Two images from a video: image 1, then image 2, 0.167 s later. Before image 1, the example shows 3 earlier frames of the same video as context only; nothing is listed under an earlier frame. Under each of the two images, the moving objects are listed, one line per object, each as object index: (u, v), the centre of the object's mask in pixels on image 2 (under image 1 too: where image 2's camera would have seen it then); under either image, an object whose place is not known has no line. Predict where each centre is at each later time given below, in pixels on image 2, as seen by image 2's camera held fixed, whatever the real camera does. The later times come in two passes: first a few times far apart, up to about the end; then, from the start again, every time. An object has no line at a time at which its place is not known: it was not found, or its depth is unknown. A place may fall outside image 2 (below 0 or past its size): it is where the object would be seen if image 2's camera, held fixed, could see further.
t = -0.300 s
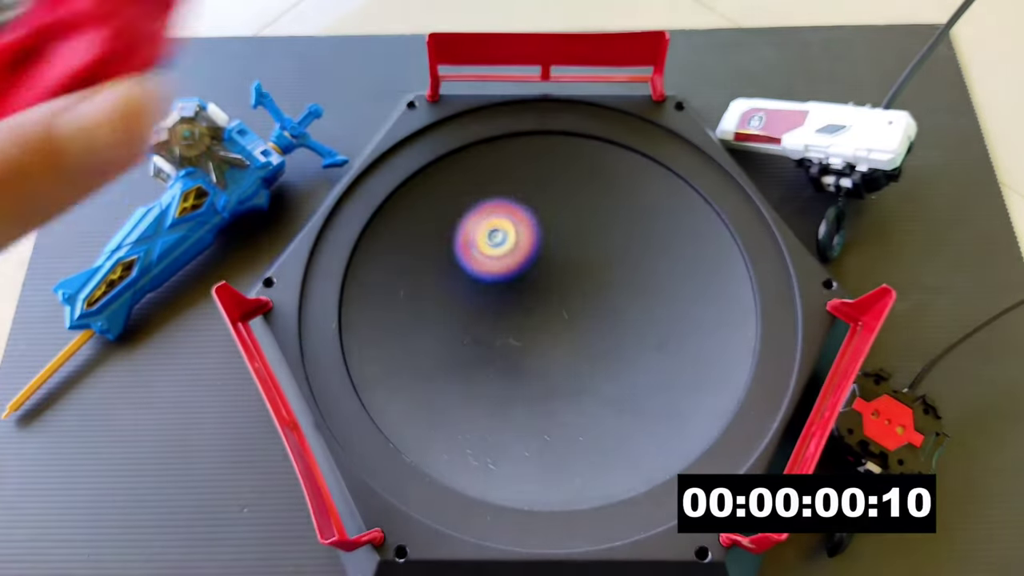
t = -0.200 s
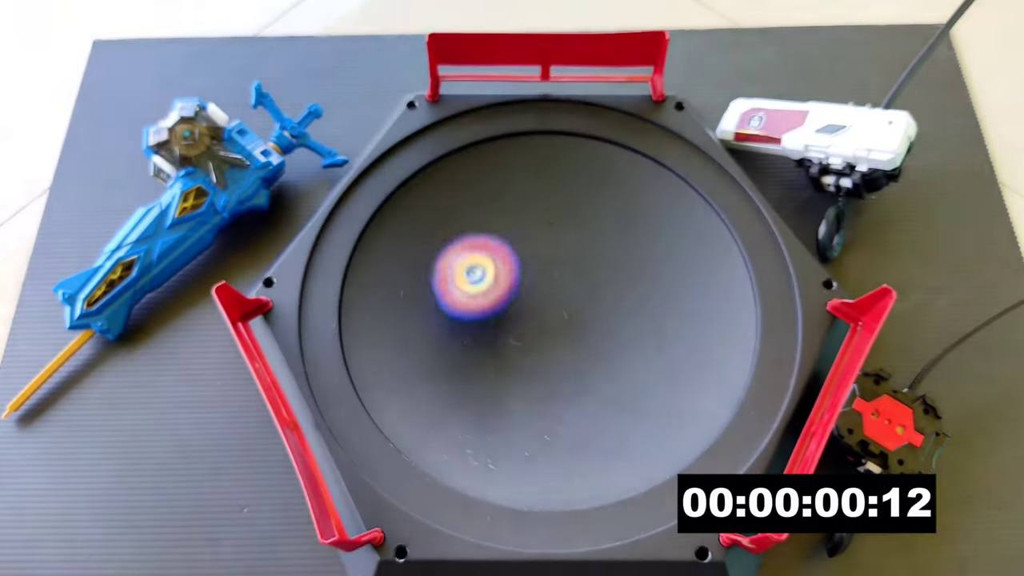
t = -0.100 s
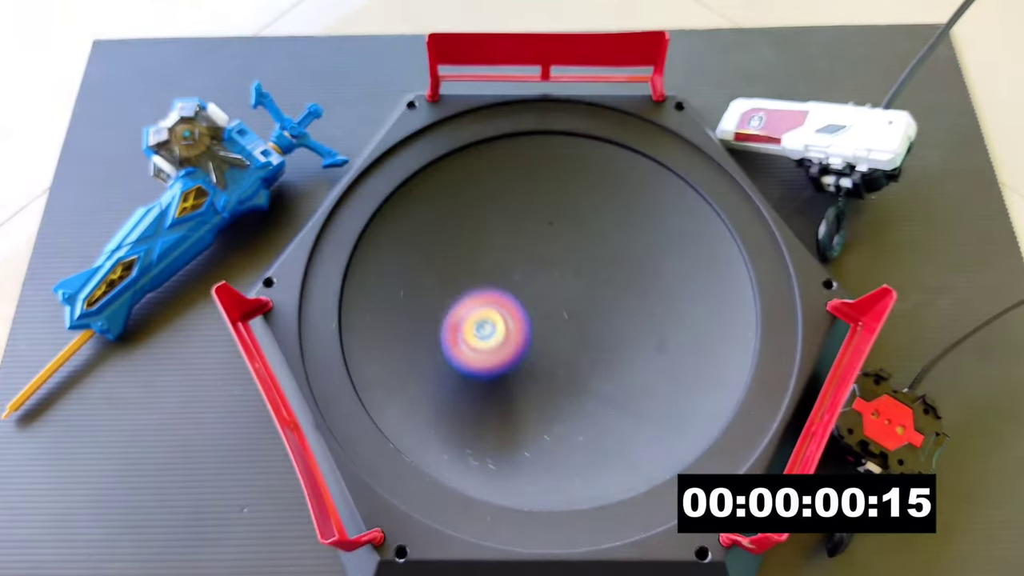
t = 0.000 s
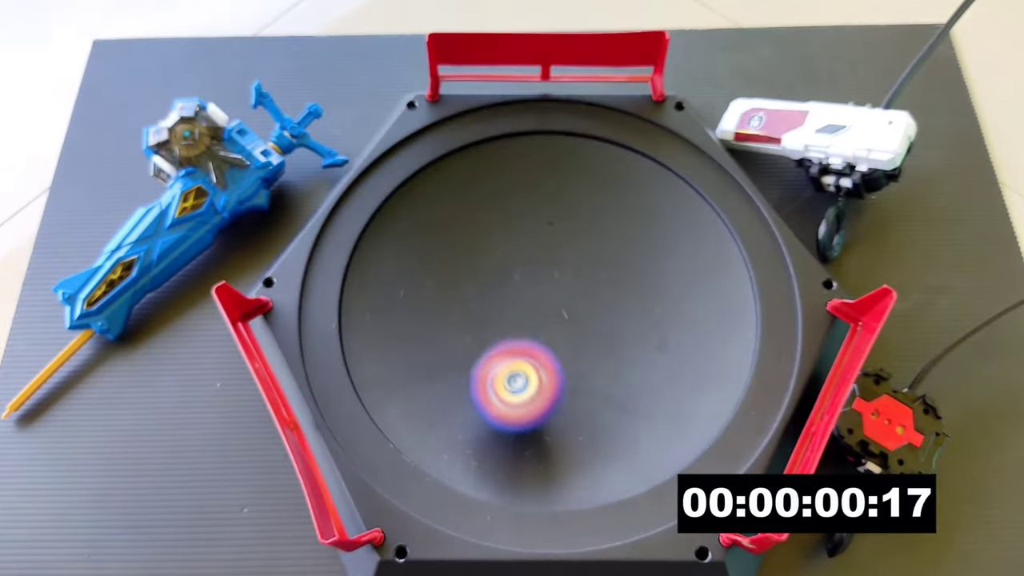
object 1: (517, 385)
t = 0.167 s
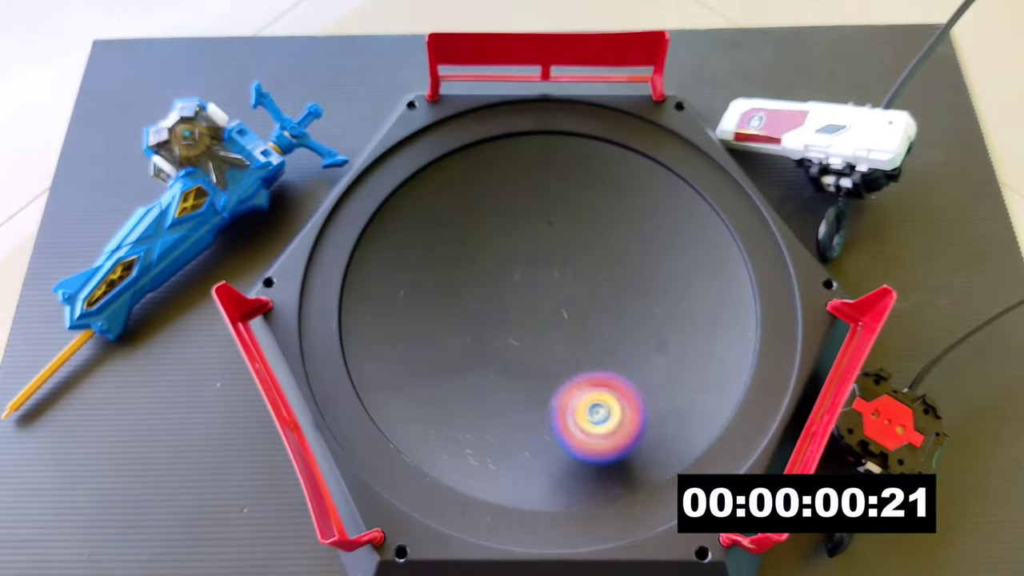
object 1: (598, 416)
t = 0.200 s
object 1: (615, 414)
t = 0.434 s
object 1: (647, 336)
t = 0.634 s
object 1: (549, 284)
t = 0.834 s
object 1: (454, 300)
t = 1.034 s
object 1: (437, 364)
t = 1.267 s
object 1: (519, 359)
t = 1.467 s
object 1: (540, 282)
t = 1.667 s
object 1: (516, 236)
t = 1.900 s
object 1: (485, 219)
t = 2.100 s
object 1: (489, 249)
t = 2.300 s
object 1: (551, 267)
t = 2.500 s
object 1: (609, 262)
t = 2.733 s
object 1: (622, 236)
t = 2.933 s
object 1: (586, 250)
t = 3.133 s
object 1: (571, 310)
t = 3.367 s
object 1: (586, 365)
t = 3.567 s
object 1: (610, 357)
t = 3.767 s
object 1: (579, 324)
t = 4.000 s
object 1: (504, 304)
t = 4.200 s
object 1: (460, 312)
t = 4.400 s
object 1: (469, 332)
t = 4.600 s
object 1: (515, 308)
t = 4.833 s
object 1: (544, 251)
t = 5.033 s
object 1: (543, 218)
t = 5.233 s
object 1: (525, 224)
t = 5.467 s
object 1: (549, 270)
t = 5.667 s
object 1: (592, 303)
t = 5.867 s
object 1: (624, 312)
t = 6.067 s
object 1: (619, 301)
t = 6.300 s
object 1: (568, 306)
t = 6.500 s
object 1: (522, 322)
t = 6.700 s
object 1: (492, 336)
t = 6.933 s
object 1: (498, 339)
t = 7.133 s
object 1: (516, 312)
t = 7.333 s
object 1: (526, 269)
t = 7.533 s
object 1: (529, 239)
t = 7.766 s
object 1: (529, 234)
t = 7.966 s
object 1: (545, 259)
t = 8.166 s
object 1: (576, 286)
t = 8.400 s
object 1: (603, 309)
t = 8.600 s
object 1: (604, 315)
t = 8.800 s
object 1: (582, 316)
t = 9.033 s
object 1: (537, 318)
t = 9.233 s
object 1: (503, 315)
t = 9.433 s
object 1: (487, 311)
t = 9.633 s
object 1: (495, 301)
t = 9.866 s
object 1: (520, 279)
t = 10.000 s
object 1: (536, 266)
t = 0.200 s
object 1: (615, 414)
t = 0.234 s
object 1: (629, 408)
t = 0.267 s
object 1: (639, 400)
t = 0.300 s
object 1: (648, 391)
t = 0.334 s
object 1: (655, 379)
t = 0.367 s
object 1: (659, 365)
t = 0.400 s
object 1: (656, 351)
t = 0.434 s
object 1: (647, 336)
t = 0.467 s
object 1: (635, 322)
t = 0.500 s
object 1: (619, 310)
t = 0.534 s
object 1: (600, 301)
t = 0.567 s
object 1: (581, 292)
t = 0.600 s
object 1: (565, 287)
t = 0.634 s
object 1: (549, 284)
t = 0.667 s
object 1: (535, 284)
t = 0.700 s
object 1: (519, 283)
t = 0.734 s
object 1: (503, 285)
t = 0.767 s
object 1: (485, 289)
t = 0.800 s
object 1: (468, 294)
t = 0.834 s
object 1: (454, 300)
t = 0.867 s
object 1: (442, 309)
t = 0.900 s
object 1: (432, 321)
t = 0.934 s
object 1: (427, 334)
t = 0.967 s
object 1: (426, 346)
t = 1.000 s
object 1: (430, 355)
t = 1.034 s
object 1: (437, 364)
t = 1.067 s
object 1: (445, 373)
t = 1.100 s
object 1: (455, 378)
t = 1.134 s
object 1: (467, 382)
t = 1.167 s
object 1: (480, 381)
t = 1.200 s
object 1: (494, 378)
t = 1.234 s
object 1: (507, 370)
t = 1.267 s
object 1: (519, 359)
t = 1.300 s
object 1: (528, 346)
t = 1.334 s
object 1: (534, 333)
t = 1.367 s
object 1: (539, 319)
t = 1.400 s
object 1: (541, 306)
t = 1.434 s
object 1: (541, 293)
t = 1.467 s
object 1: (540, 282)
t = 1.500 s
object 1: (537, 272)
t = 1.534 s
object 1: (534, 263)
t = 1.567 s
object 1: (530, 255)
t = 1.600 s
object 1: (525, 248)
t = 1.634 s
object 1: (520, 241)
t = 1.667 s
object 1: (516, 236)
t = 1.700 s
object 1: (511, 231)
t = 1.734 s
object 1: (507, 227)
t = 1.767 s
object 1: (503, 224)
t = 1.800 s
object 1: (498, 221)
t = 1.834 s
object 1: (494, 219)
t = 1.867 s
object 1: (489, 218)
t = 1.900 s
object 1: (485, 219)
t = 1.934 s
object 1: (481, 221)
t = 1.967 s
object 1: (479, 225)
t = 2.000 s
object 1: (478, 230)
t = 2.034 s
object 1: (480, 236)
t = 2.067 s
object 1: (484, 243)
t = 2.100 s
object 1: (489, 249)
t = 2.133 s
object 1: (496, 255)
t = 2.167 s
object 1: (506, 260)
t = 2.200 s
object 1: (516, 263)
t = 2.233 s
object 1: (528, 265)
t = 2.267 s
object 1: (540, 266)
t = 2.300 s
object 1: (551, 267)
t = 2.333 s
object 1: (563, 267)
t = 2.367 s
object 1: (574, 267)
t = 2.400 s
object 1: (584, 267)
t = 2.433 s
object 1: (594, 266)
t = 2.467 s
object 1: (603, 264)
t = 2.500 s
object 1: (609, 262)
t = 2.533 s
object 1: (615, 259)
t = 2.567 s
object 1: (620, 255)
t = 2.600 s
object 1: (623, 251)
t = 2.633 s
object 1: (625, 247)
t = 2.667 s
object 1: (625, 243)
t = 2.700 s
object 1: (624, 239)
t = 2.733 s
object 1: (622, 236)
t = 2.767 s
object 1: (618, 234)
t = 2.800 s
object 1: (612, 233)
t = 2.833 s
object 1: (606, 234)
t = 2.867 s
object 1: (599, 238)
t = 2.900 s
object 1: (592, 243)
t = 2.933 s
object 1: (586, 250)
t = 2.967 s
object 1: (581, 259)
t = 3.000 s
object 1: (578, 268)
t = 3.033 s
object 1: (576, 278)
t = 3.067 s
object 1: (574, 289)
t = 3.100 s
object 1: (572, 300)
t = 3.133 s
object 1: (571, 310)
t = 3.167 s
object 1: (572, 321)
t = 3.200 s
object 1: (572, 331)
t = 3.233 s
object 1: (573, 340)
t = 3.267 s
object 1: (576, 348)
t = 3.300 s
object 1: (578, 354)
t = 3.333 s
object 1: (582, 360)
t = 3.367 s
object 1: (586, 365)
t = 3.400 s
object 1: (591, 368)
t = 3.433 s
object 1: (596, 368)
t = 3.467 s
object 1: (601, 368)
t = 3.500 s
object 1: (605, 366)
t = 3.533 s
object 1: (609, 362)
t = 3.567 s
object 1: (610, 357)
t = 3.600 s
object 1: (609, 351)
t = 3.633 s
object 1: (607, 345)
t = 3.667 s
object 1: (602, 338)
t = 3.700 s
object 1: (595, 333)
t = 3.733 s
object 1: (588, 328)
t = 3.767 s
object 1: (579, 324)
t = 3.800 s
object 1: (568, 319)
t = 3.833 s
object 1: (558, 316)
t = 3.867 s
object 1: (547, 313)
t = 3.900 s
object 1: (536, 310)
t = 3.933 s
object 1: (524, 308)
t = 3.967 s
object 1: (514, 306)
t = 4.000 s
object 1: (504, 304)
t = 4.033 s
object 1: (493, 303)
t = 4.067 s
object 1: (484, 303)
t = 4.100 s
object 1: (477, 304)
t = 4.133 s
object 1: (469, 305)
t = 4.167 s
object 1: (463, 308)
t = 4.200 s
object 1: (460, 312)
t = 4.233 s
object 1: (457, 315)
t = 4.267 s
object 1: (455, 319)
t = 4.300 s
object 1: (457, 324)
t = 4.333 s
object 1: (459, 327)
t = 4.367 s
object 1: (463, 329)
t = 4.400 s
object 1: (469, 332)
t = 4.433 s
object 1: (475, 331)
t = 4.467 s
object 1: (483, 330)
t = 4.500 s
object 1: (492, 327)
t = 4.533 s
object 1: (499, 322)
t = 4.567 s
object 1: (508, 316)
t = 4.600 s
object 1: (515, 308)
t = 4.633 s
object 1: (520, 301)
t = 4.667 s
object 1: (526, 293)
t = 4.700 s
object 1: (530, 284)
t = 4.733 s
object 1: (535, 276)
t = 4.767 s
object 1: (538, 267)
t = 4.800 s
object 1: (542, 260)
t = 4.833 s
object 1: (544, 251)
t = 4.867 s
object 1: (546, 244)
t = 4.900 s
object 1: (548, 237)
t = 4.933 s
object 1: (548, 230)
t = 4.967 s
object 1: (548, 226)
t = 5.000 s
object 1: (546, 221)
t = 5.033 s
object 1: (543, 218)
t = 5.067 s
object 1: (540, 215)
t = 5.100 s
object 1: (536, 215)
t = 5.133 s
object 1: (534, 215)
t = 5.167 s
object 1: (530, 216)
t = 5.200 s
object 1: (528, 220)
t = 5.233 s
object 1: (525, 224)
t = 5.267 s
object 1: (525, 230)
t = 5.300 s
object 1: (526, 236)
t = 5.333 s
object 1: (528, 244)
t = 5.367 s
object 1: (532, 249)
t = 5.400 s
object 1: (537, 257)
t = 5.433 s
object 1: (543, 263)
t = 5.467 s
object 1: (549, 270)
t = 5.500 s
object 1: (557, 276)
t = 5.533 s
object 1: (563, 282)
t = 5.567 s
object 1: (571, 288)
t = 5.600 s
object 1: (578, 293)
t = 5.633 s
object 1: (586, 299)
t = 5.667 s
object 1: (592, 303)
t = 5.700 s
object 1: (599, 307)
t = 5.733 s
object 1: (605, 309)
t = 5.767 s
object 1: (611, 311)
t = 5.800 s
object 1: (616, 312)
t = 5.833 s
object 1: (621, 312)
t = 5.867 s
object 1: (624, 312)
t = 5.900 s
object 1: (627, 310)
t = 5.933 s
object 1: (628, 309)
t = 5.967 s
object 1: (629, 307)
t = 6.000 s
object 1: (626, 305)
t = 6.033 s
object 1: (624, 303)
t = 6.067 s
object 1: (619, 301)
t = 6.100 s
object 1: (613, 299)
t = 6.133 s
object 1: (607, 299)
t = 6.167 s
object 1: (600, 298)
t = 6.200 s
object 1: (593, 300)
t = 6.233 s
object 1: (585, 300)
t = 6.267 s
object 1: (578, 304)
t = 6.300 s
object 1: (568, 306)
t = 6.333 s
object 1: (561, 309)
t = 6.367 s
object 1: (551, 311)
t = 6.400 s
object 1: (544, 313)
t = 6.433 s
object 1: (536, 317)
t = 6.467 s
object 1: (528, 319)
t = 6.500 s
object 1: (522, 322)
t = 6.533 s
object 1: (514, 324)
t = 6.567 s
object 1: (509, 326)
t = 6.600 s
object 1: (503, 330)
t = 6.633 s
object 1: (499, 331)
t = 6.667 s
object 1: (496, 335)
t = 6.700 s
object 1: (492, 336)
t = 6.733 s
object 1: (492, 339)
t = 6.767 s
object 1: (489, 340)
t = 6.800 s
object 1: (490, 340)
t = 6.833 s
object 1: (491, 342)
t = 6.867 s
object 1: (492, 341)
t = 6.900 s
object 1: (496, 340)
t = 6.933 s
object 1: (498, 339)
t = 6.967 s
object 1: (500, 336)
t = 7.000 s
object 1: (505, 333)
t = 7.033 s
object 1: (507, 329)
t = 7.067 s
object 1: (511, 324)
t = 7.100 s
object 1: (514, 319)
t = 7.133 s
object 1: (516, 312)
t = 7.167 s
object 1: (519, 305)
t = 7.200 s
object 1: (521, 298)
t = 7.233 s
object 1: (522, 290)
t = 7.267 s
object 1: (524, 283)
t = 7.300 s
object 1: (525, 277)
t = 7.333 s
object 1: (526, 269)
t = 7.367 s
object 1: (528, 262)
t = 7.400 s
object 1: (529, 257)
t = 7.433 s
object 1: (529, 251)
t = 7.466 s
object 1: (530, 246)
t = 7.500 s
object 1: (530, 243)
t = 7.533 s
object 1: (529, 239)
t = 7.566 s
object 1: (530, 235)
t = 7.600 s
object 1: (530, 234)
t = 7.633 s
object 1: (528, 232)
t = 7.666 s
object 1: (529, 230)
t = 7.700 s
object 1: (529, 232)
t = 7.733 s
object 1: (529, 234)
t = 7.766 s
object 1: (529, 234)
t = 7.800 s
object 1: (530, 238)
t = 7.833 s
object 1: (531, 243)
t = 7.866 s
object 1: (533, 247)
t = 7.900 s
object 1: (537, 250)
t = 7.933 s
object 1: (541, 255)
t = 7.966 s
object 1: (545, 259)
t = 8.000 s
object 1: (550, 263)
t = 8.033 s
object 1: (556, 268)
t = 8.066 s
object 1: (560, 272)
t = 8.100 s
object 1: (565, 276)
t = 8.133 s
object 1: (571, 280)
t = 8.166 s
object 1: (576, 286)
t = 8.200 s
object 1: (580, 290)
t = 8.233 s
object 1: (585, 293)
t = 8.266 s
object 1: (590, 298)
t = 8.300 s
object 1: (594, 301)
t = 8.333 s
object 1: (597, 304)
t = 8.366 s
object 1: (601, 306)
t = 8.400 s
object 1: (603, 309)
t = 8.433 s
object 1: (605, 311)
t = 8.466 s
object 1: (606, 312)
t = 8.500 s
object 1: (608, 313)
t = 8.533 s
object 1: (608, 315)
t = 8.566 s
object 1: (607, 315)
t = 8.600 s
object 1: (604, 315)
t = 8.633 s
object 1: (603, 314)
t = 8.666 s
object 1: (600, 315)
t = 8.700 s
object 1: (596, 316)
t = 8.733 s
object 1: (591, 315)
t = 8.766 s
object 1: (587, 315)
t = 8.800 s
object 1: (582, 316)
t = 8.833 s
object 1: (577, 317)
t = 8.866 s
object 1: (570, 317)
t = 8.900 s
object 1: (564, 317)
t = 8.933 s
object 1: (559, 317)
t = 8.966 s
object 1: (552, 318)
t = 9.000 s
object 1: (545, 319)
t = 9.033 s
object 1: (537, 318)
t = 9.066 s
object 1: (531, 317)
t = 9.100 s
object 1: (526, 317)
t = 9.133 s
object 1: (520, 318)
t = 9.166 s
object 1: (514, 317)
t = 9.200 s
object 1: (508, 316)
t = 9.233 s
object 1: (503, 315)
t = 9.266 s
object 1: (500, 314)
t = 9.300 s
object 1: (497, 315)
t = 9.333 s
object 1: (494, 314)
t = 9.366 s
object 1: (490, 313)
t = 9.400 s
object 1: (488, 312)
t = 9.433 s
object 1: (487, 311)
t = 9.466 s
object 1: (487, 310)
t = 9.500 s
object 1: (488, 309)
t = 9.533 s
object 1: (488, 308)
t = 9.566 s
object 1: (489, 305)
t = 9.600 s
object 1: (492, 303)
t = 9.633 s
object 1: (495, 301)
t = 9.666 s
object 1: (498, 299)
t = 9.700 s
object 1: (502, 297)
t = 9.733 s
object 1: (505, 294)
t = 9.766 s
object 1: (508, 290)
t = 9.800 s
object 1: (512, 286)
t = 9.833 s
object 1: (516, 282)
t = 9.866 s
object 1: (520, 279)
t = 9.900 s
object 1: (525, 275)
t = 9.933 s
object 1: (528, 272)
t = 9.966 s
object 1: (532, 269)
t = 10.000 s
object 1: (536, 266)
